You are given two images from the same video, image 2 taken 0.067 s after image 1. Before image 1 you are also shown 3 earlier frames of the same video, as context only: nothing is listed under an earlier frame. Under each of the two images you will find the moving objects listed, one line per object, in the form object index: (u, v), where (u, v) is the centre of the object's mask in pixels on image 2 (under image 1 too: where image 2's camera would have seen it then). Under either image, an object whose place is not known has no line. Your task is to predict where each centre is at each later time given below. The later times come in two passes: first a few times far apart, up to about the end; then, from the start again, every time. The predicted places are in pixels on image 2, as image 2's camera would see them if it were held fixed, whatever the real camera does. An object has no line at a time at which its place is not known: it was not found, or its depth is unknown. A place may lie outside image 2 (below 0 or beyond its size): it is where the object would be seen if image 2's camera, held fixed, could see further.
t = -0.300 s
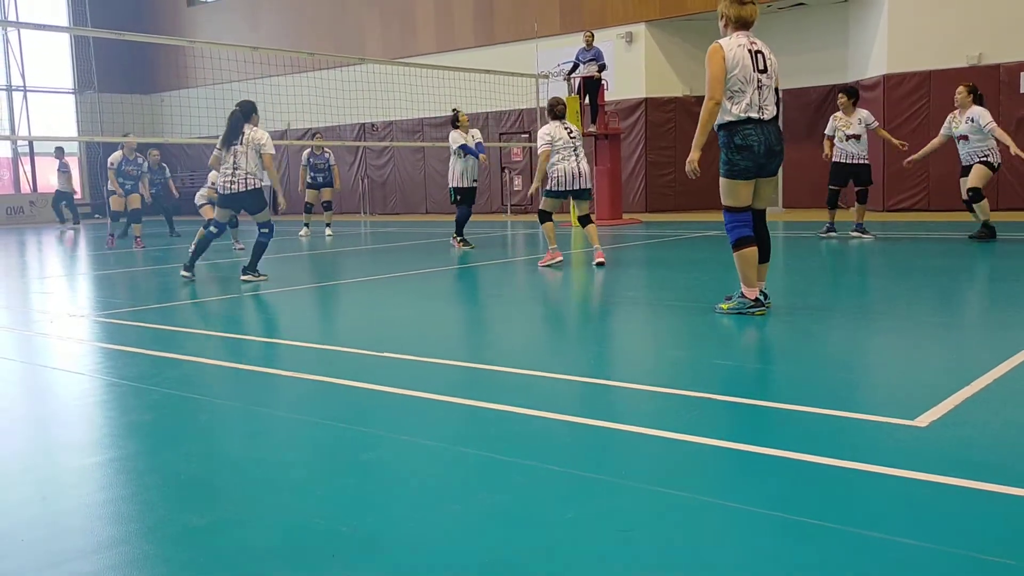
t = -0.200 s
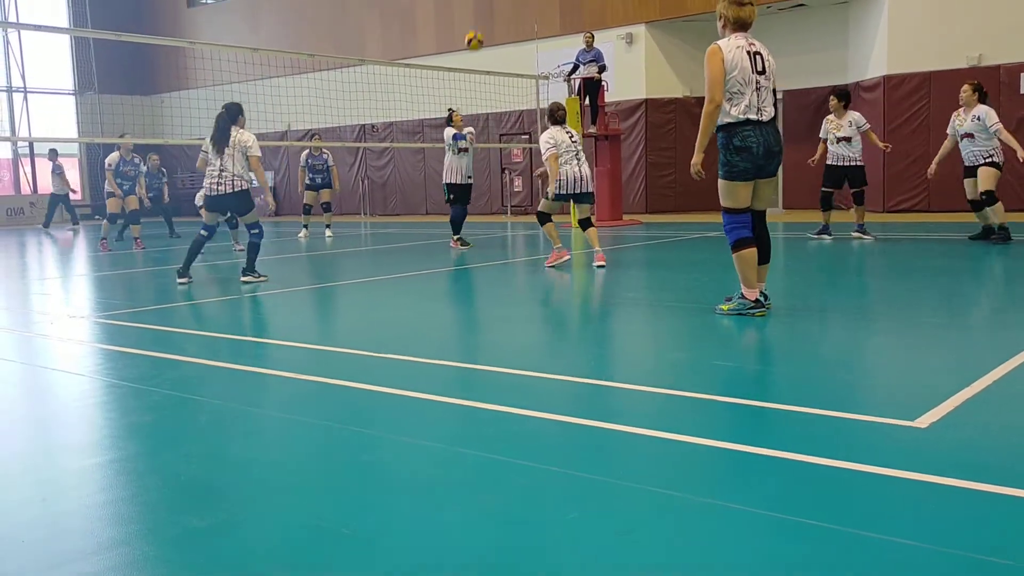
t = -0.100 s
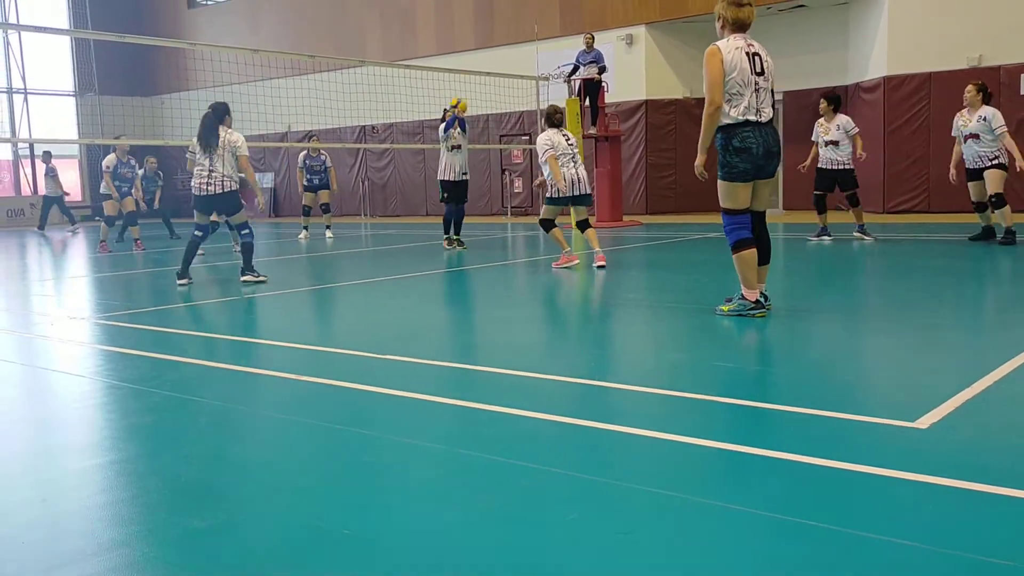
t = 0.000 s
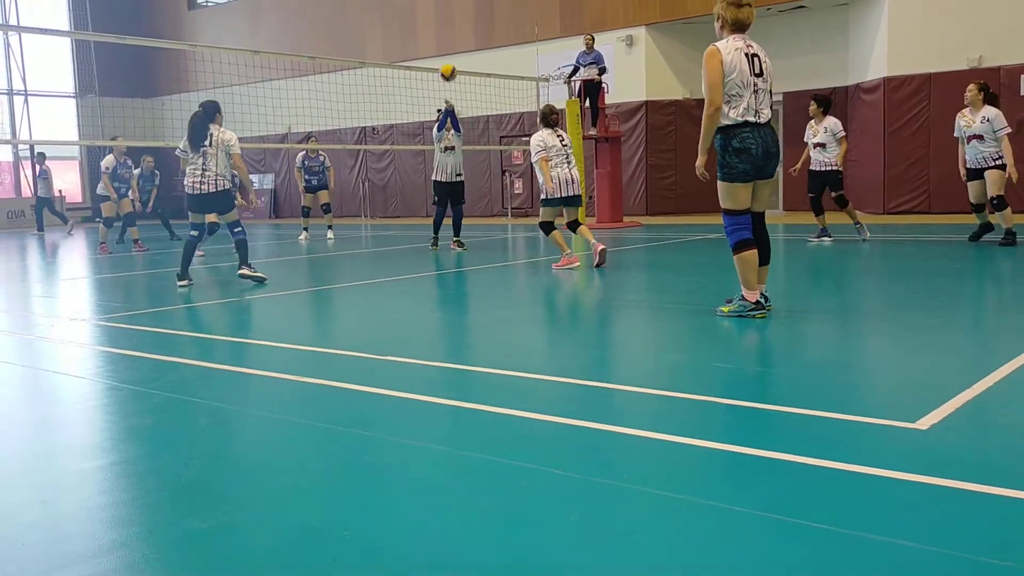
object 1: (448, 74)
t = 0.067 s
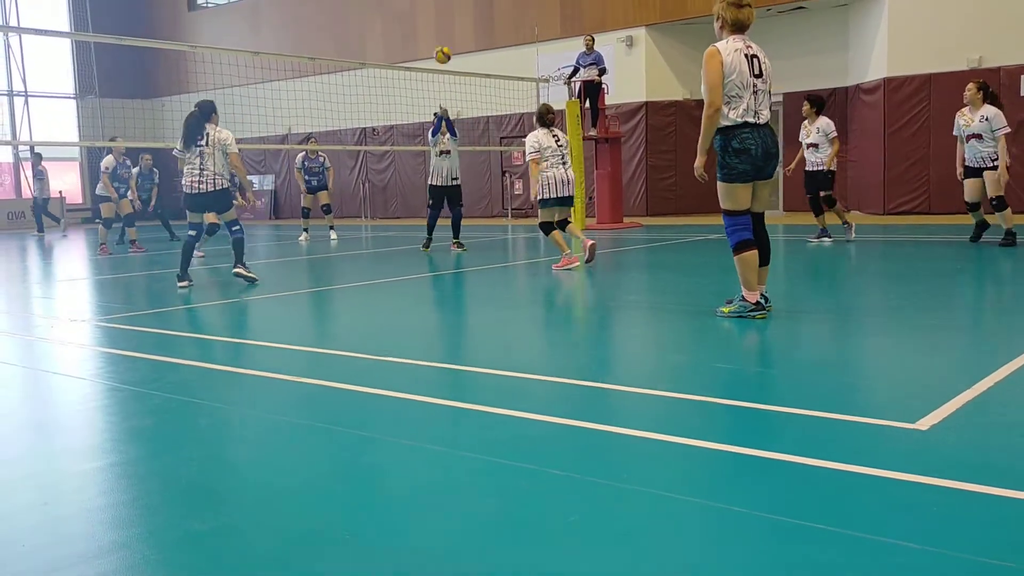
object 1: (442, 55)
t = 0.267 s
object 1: (428, 26)
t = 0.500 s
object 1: (414, 35)
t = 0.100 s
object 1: (440, 48)
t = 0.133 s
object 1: (437, 41)
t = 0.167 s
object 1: (435, 36)
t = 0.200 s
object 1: (432, 32)
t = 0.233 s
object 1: (430, 29)
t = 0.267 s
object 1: (428, 26)
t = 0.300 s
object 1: (426, 25)
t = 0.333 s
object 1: (424, 25)
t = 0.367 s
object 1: (421, 25)
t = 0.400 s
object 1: (420, 27)
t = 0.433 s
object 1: (418, 28)
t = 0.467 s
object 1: (416, 31)
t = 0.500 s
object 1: (414, 35)
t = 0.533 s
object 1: (412, 39)
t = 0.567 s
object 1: (411, 44)
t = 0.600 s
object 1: (409, 50)
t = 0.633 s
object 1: (407, 56)
